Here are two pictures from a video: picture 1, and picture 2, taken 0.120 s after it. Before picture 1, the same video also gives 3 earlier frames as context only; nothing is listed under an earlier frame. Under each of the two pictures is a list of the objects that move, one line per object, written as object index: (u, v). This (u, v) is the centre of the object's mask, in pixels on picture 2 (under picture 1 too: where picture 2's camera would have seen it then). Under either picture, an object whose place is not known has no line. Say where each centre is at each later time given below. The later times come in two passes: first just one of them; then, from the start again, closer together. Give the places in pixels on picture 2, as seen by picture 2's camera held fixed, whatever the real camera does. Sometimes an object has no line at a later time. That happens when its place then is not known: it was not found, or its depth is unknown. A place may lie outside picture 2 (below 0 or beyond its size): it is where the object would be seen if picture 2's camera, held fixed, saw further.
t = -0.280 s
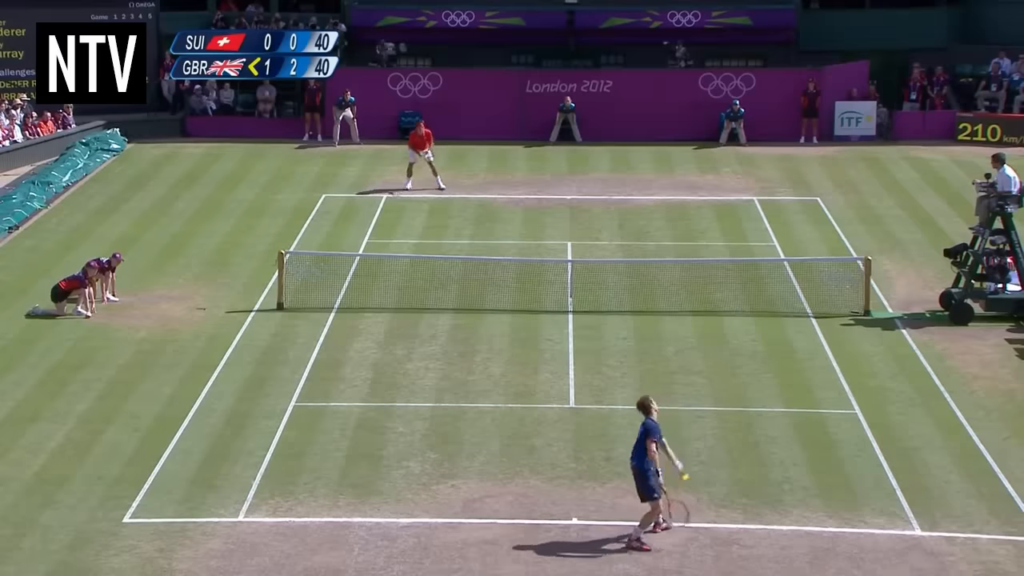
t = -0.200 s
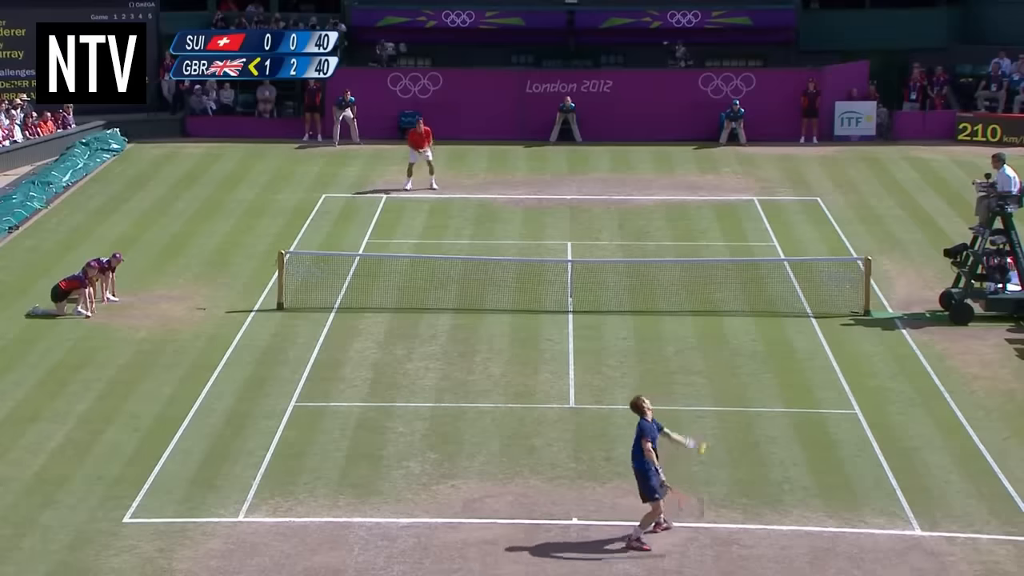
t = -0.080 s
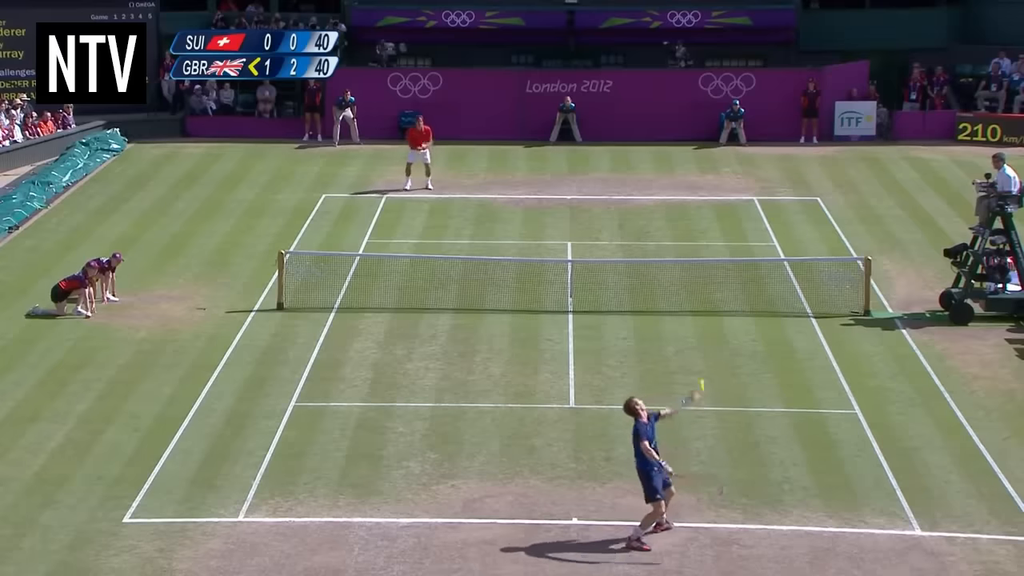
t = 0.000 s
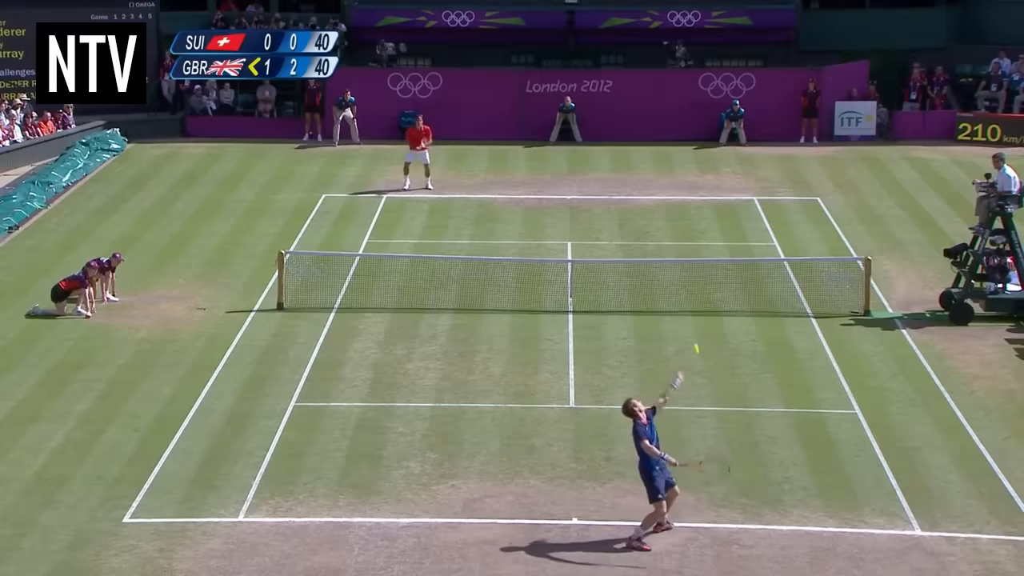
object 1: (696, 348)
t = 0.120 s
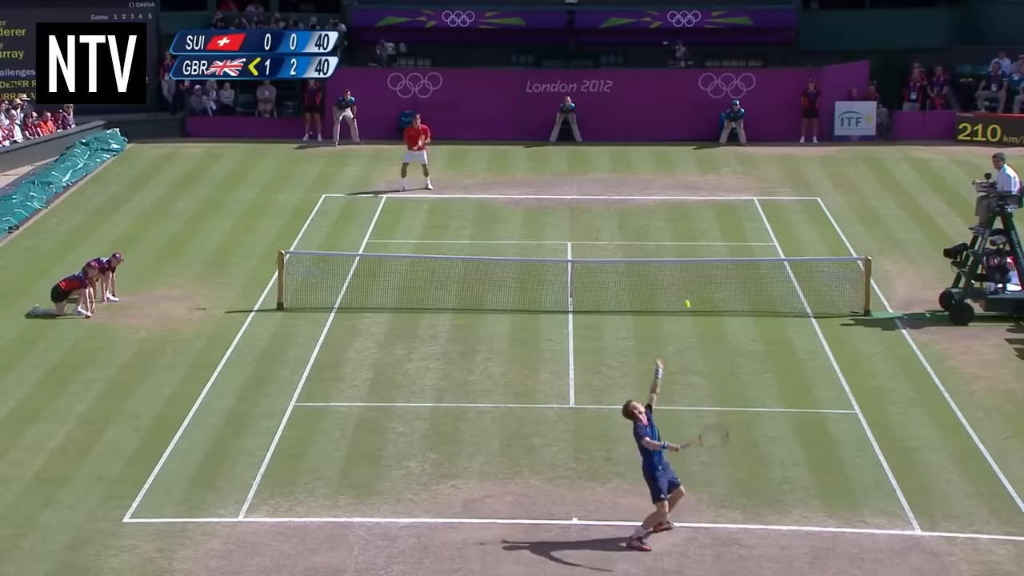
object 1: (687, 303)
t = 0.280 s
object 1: (676, 264)
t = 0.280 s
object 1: (676, 264)
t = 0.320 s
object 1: (674, 257)
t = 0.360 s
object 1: (671, 252)
